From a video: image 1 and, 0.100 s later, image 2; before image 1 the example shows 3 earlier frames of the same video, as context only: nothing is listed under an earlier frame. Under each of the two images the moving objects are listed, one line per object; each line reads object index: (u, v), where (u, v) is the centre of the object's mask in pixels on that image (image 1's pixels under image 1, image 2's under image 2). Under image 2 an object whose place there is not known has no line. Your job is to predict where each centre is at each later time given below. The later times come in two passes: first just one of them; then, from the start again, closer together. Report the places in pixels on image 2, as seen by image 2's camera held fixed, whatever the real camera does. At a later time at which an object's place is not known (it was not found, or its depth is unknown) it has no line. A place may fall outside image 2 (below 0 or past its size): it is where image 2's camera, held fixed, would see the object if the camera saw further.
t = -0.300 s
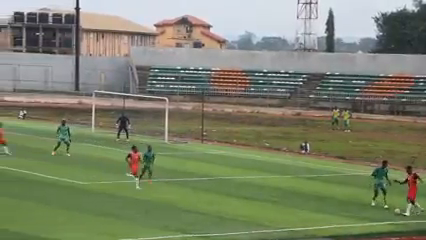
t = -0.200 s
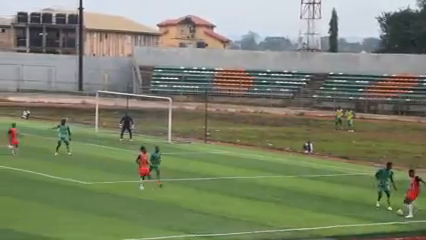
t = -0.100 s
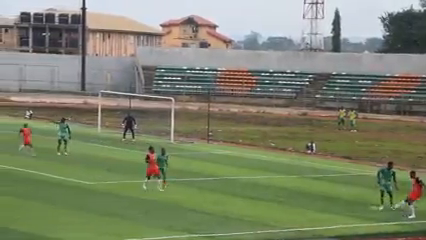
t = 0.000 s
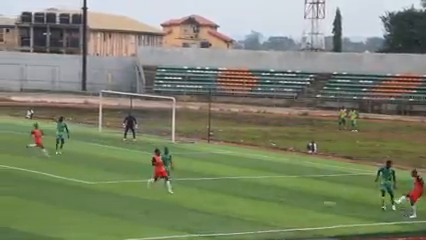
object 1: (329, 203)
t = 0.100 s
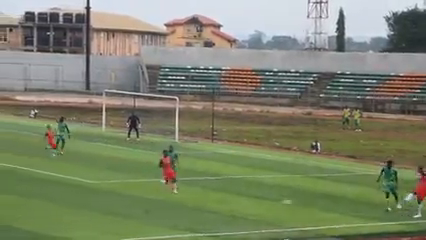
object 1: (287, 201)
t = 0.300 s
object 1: (200, 211)
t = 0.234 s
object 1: (231, 206)
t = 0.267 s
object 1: (216, 209)
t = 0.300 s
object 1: (200, 211)
